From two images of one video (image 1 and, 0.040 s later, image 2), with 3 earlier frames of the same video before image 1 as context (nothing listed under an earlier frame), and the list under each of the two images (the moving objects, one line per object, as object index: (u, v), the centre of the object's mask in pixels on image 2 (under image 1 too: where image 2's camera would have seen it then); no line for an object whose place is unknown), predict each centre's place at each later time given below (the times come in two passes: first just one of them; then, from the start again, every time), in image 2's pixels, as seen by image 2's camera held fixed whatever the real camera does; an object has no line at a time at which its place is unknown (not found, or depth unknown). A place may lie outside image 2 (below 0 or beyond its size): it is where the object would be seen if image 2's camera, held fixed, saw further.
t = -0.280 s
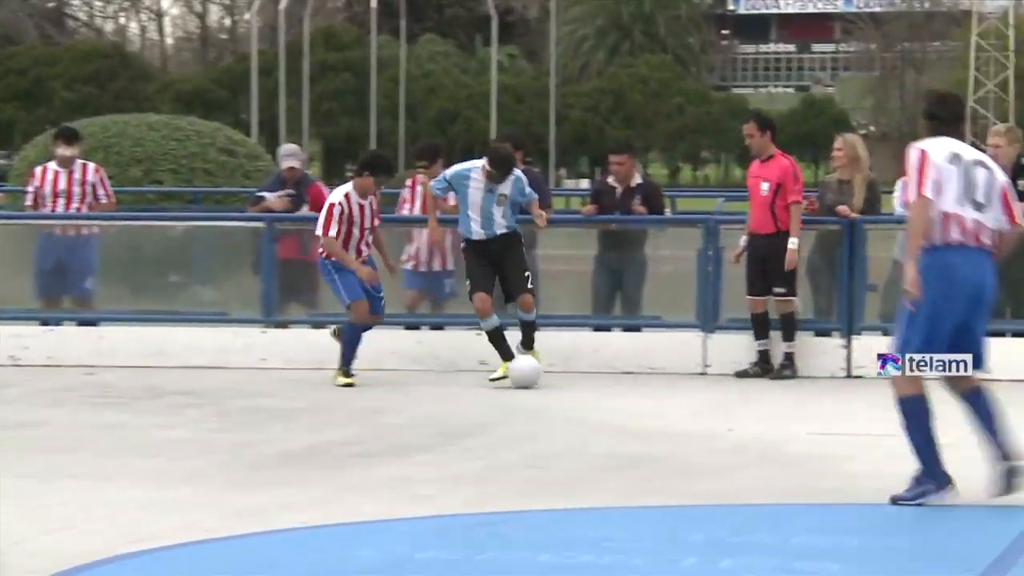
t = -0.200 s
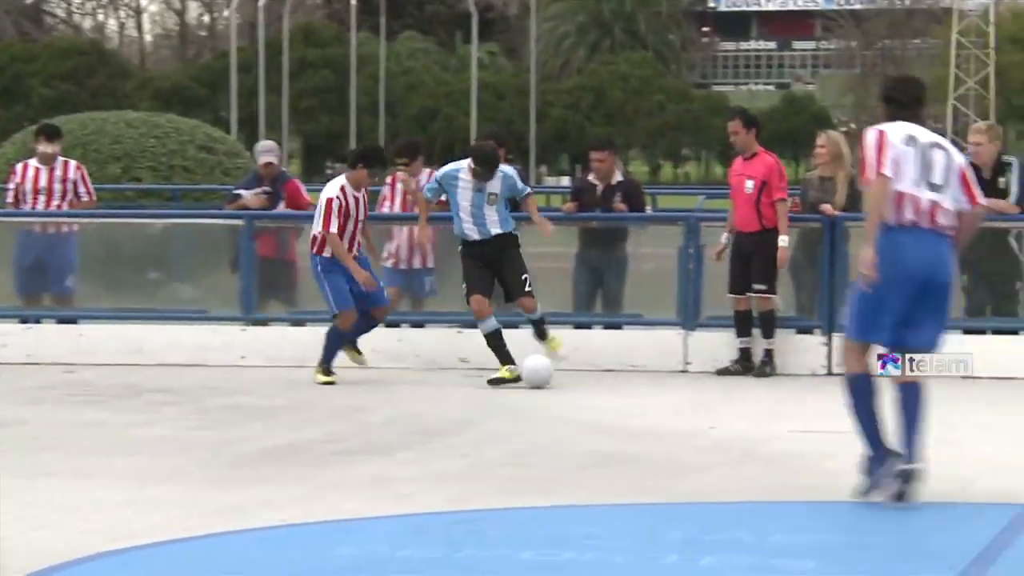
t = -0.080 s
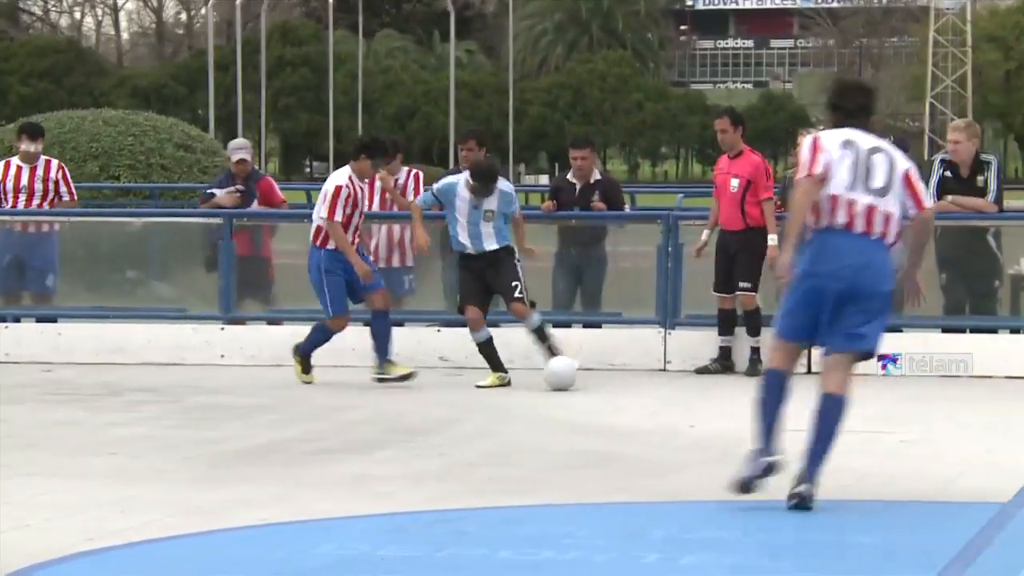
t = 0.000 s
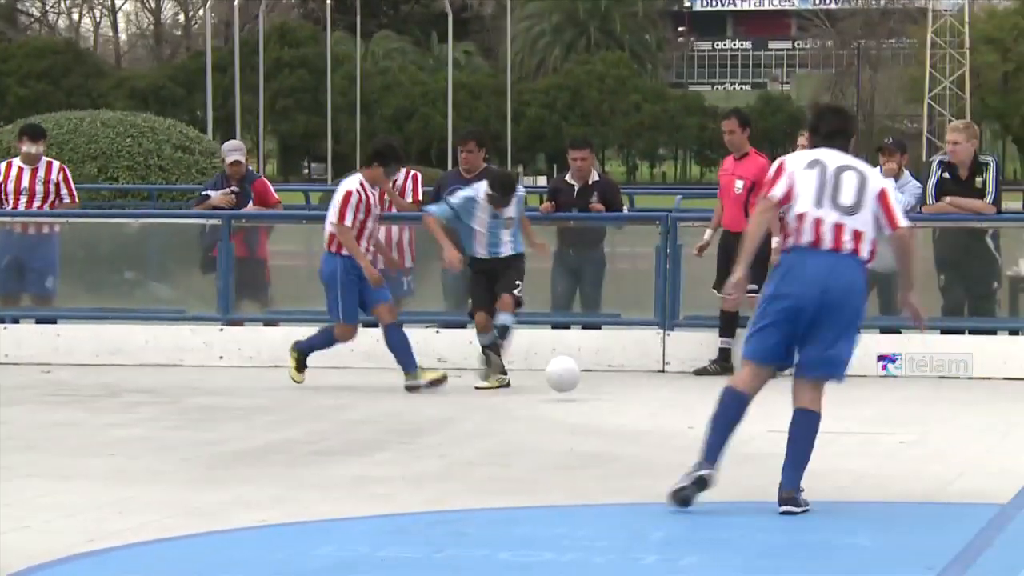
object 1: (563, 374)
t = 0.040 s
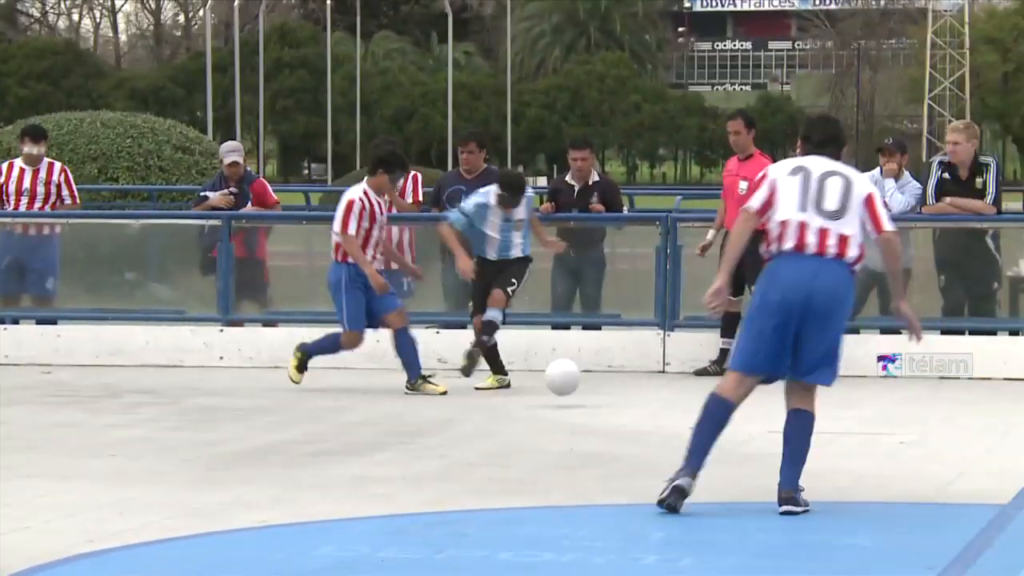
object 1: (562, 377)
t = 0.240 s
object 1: (571, 410)
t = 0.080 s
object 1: (563, 382)
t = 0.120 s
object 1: (563, 391)
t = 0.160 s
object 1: (565, 403)
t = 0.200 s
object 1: (567, 406)
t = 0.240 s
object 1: (571, 410)
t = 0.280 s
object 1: (575, 417)
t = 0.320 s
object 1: (579, 426)
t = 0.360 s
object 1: (583, 428)
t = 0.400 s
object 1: (587, 433)
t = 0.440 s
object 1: (590, 442)
